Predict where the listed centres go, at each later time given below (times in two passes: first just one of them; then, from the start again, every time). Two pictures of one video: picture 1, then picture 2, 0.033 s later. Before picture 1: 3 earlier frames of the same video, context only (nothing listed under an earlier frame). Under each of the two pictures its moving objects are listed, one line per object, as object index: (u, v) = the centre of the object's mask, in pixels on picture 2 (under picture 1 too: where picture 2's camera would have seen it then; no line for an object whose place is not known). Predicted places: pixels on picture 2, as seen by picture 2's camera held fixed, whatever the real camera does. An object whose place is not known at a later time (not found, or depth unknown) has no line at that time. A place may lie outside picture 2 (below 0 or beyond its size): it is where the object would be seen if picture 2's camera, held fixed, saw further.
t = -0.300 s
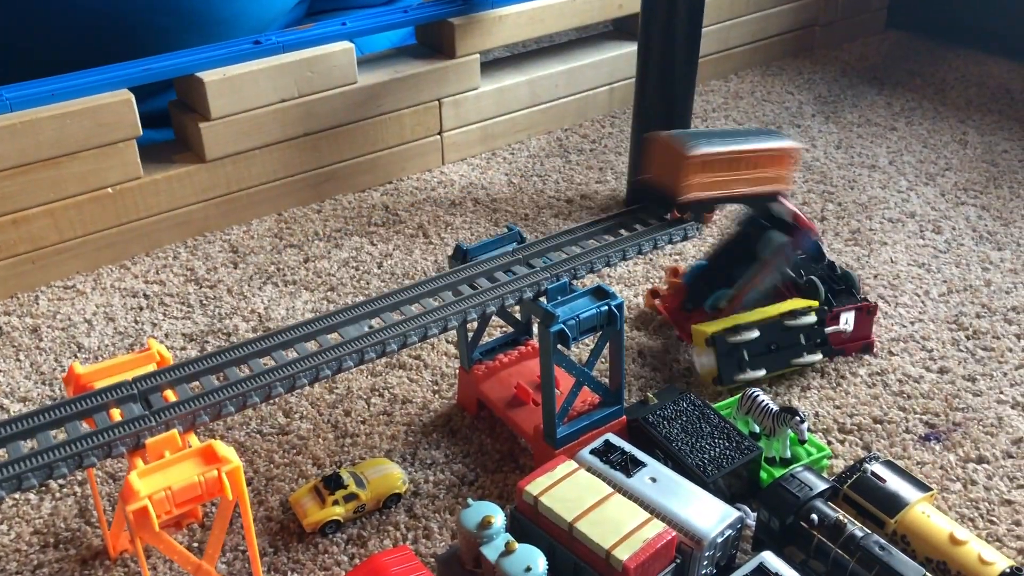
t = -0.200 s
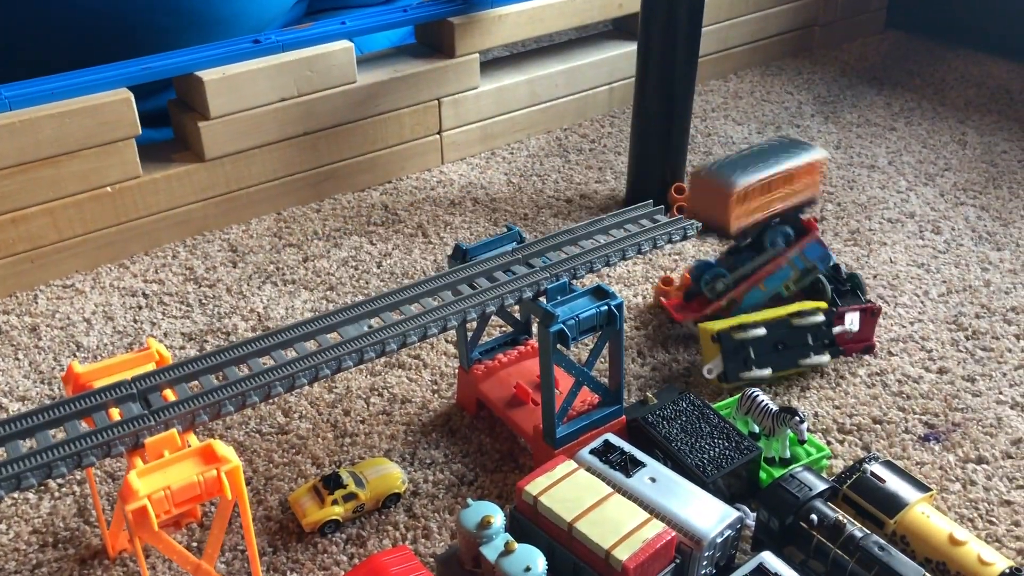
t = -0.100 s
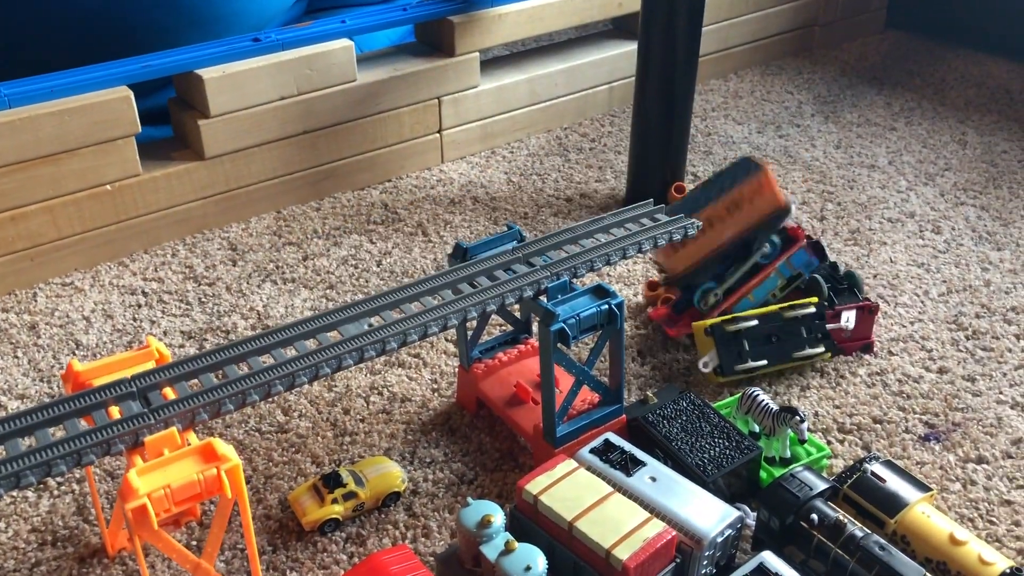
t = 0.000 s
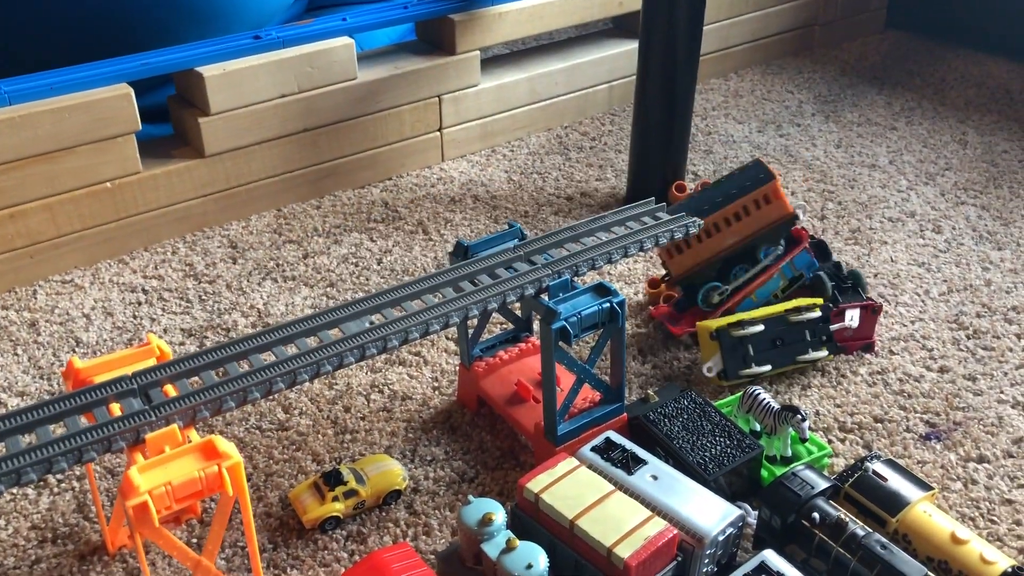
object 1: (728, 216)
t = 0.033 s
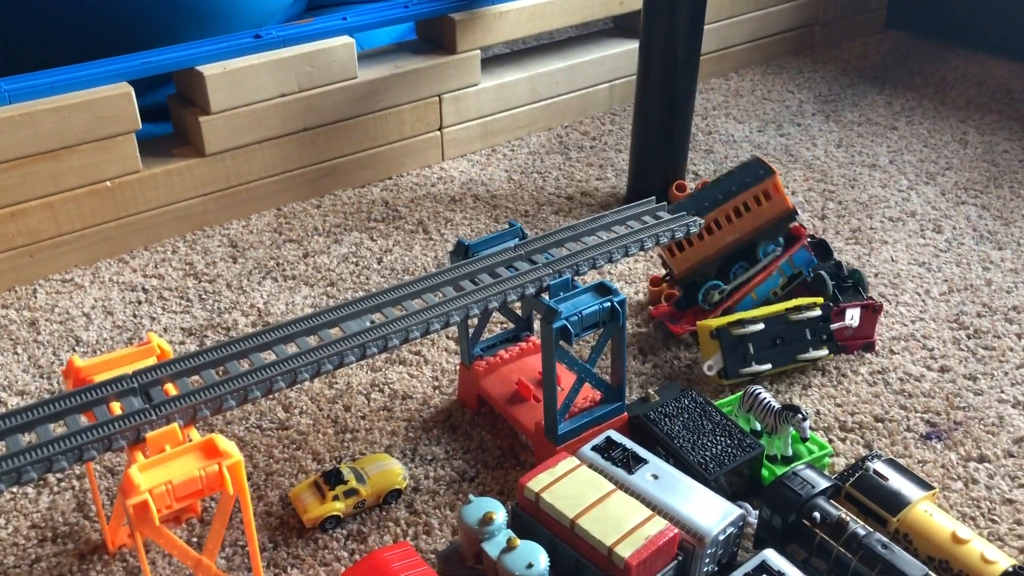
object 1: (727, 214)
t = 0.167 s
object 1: (713, 208)
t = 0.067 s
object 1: (723, 214)
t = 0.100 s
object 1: (722, 212)
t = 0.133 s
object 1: (718, 210)
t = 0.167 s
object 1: (713, 208)
